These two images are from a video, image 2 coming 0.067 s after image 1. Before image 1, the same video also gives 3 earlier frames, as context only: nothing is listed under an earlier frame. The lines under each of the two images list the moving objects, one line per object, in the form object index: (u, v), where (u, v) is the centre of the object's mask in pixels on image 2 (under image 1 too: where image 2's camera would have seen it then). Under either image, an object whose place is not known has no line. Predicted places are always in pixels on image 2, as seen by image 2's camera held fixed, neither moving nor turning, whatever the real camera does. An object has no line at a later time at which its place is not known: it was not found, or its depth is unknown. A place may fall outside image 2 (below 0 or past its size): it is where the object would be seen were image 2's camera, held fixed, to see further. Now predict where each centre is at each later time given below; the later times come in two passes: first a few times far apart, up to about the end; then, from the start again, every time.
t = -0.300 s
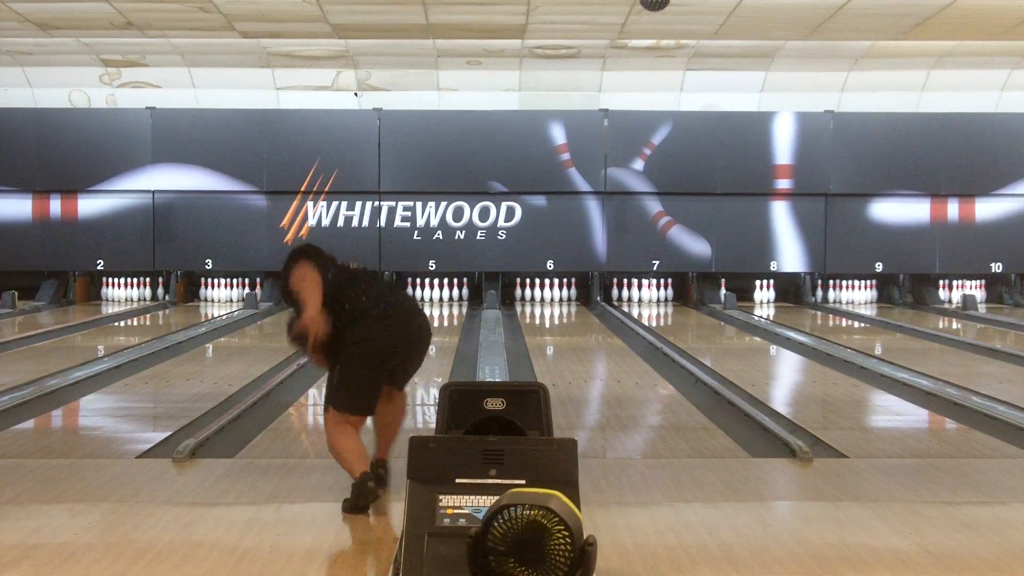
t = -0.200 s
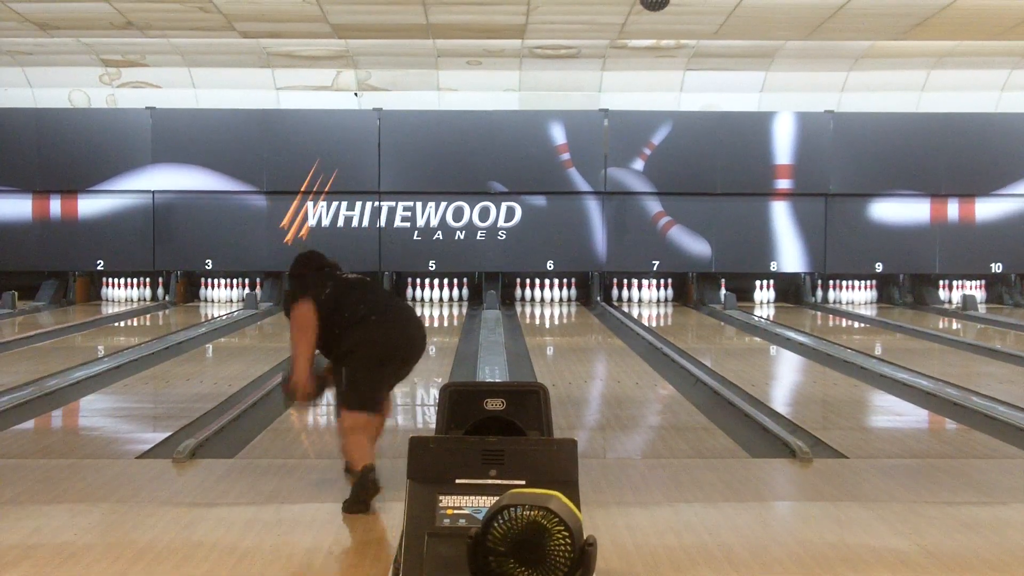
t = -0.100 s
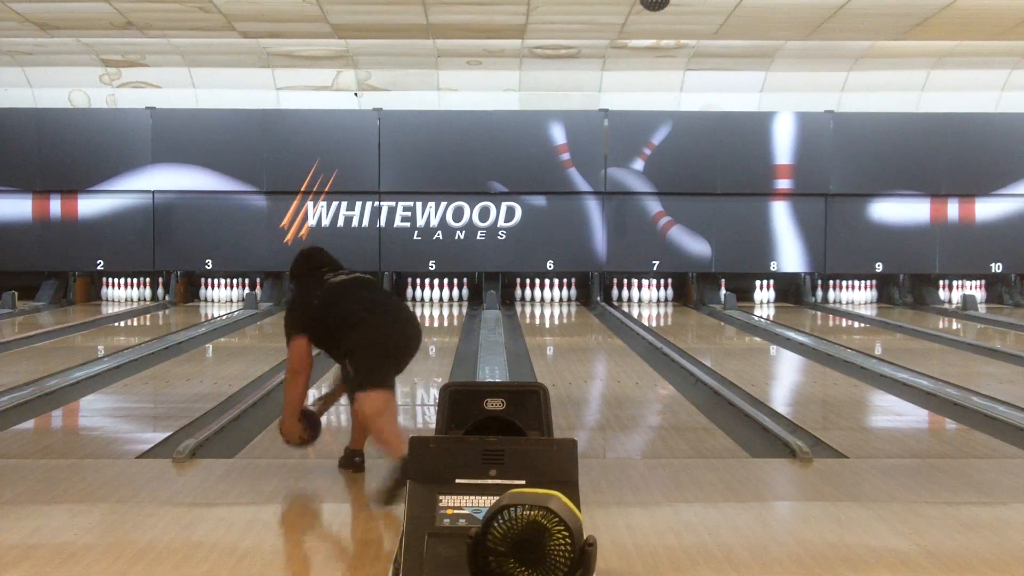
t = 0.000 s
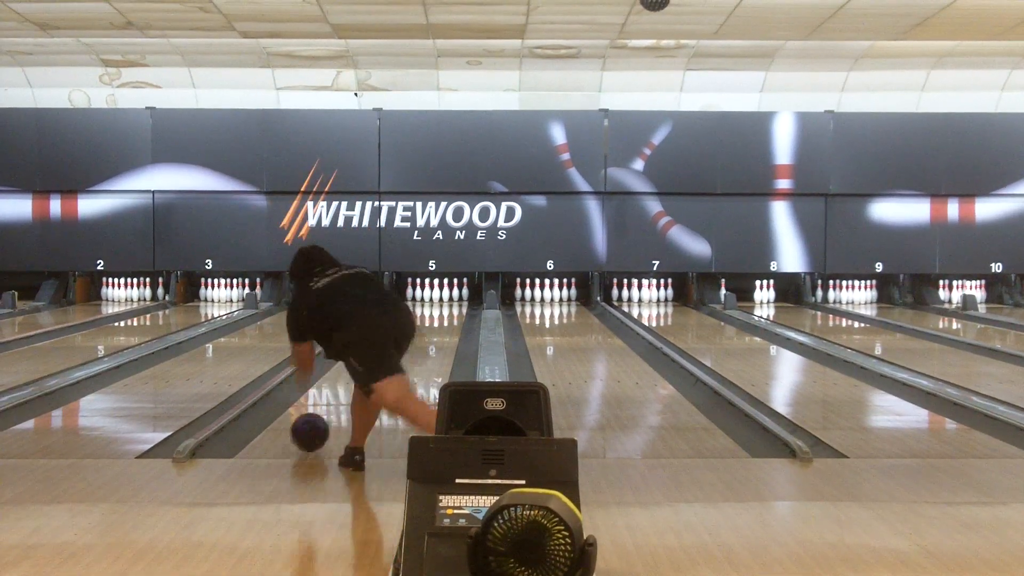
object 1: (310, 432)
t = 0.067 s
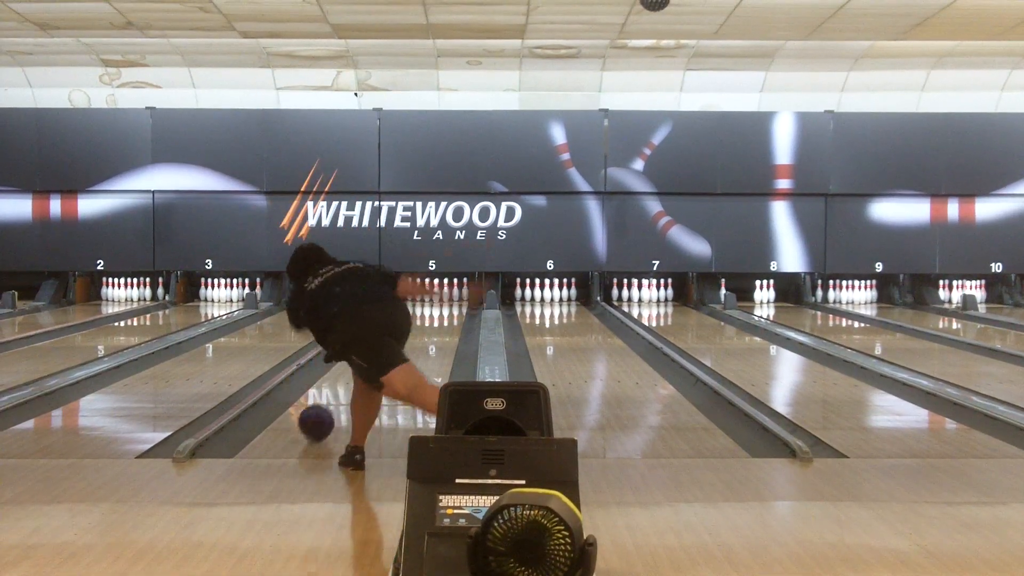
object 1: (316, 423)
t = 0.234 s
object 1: (330, 400)
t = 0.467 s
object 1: (340, 375)
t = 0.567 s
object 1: (343, 366)
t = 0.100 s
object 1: (319, 418)
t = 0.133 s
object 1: (322, 413)
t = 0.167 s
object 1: (325, 408)
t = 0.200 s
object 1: (328, 403)
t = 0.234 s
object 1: (330, 400)
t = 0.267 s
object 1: (332, 396)
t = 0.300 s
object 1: (335, 392)
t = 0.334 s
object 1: (337, 388)
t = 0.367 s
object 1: (338, 384)
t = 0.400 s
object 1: (339, 381)
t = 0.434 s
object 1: (340, 378)
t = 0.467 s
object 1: (340, 375)
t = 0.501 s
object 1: (341, 373)
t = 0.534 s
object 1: (341, 371)
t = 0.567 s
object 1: (343, 366)
